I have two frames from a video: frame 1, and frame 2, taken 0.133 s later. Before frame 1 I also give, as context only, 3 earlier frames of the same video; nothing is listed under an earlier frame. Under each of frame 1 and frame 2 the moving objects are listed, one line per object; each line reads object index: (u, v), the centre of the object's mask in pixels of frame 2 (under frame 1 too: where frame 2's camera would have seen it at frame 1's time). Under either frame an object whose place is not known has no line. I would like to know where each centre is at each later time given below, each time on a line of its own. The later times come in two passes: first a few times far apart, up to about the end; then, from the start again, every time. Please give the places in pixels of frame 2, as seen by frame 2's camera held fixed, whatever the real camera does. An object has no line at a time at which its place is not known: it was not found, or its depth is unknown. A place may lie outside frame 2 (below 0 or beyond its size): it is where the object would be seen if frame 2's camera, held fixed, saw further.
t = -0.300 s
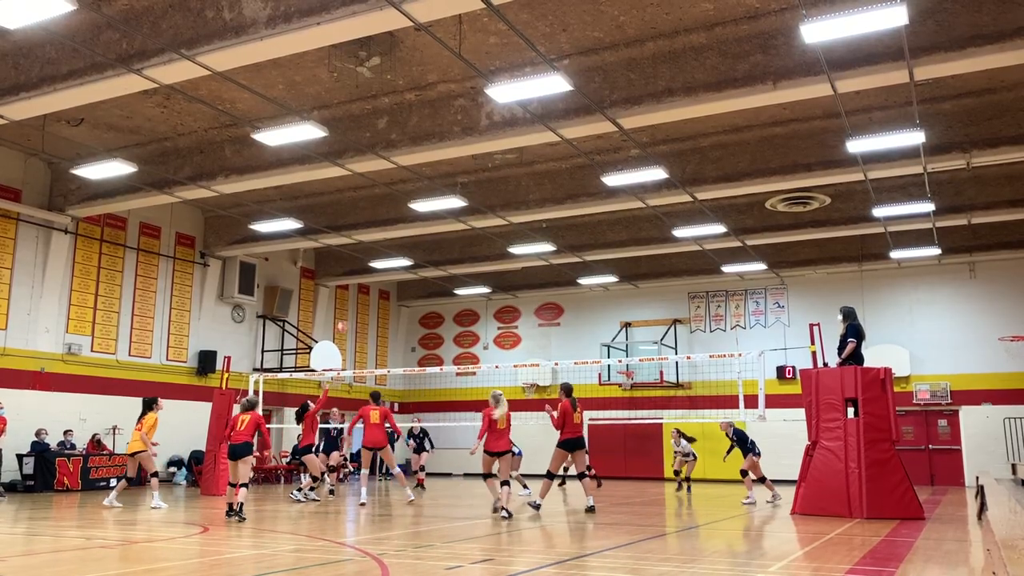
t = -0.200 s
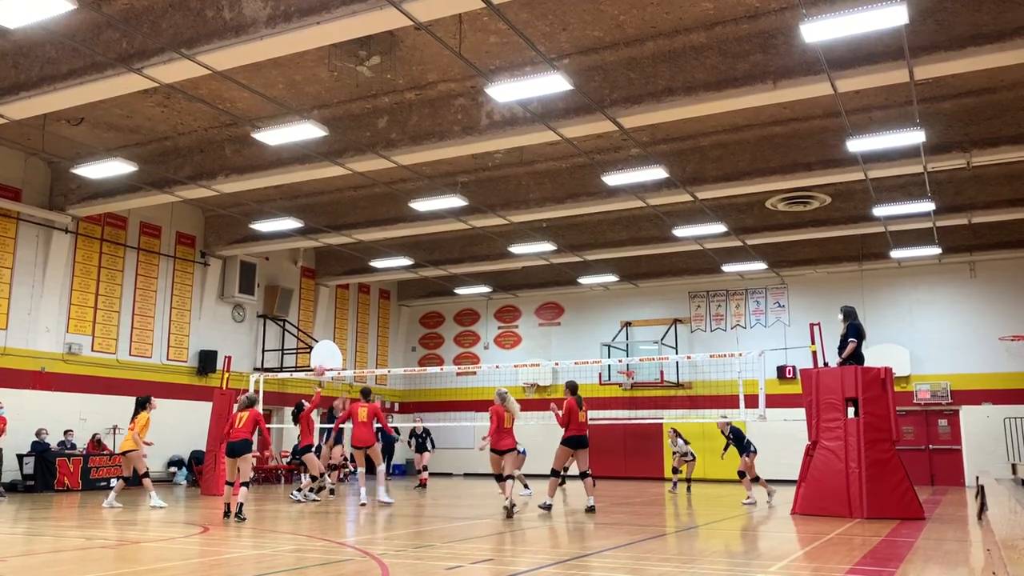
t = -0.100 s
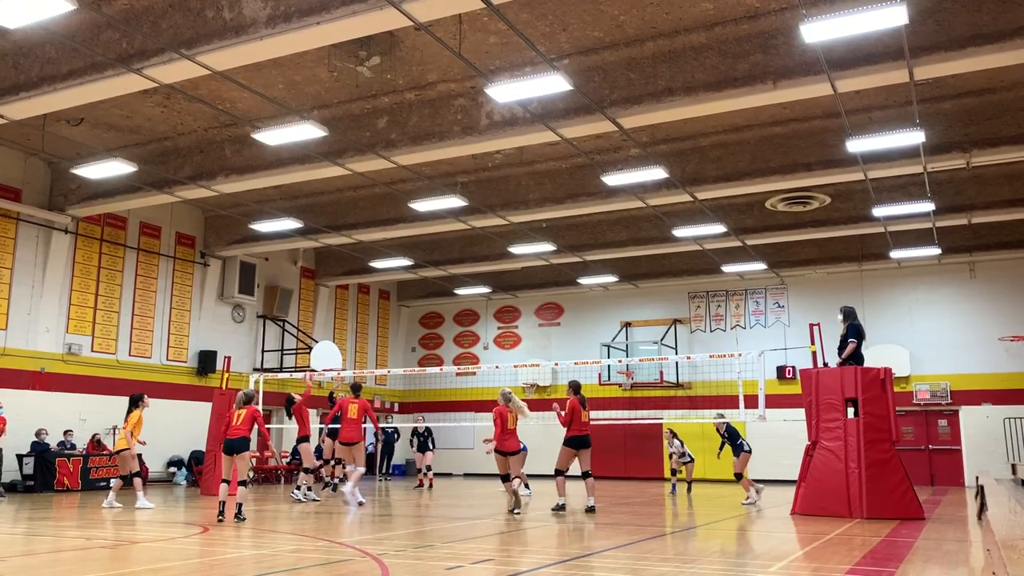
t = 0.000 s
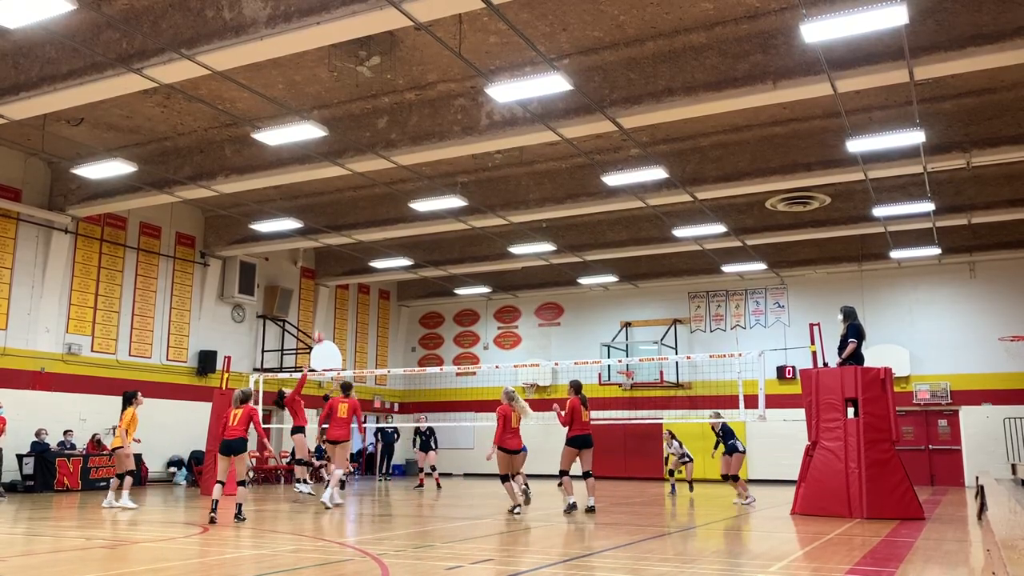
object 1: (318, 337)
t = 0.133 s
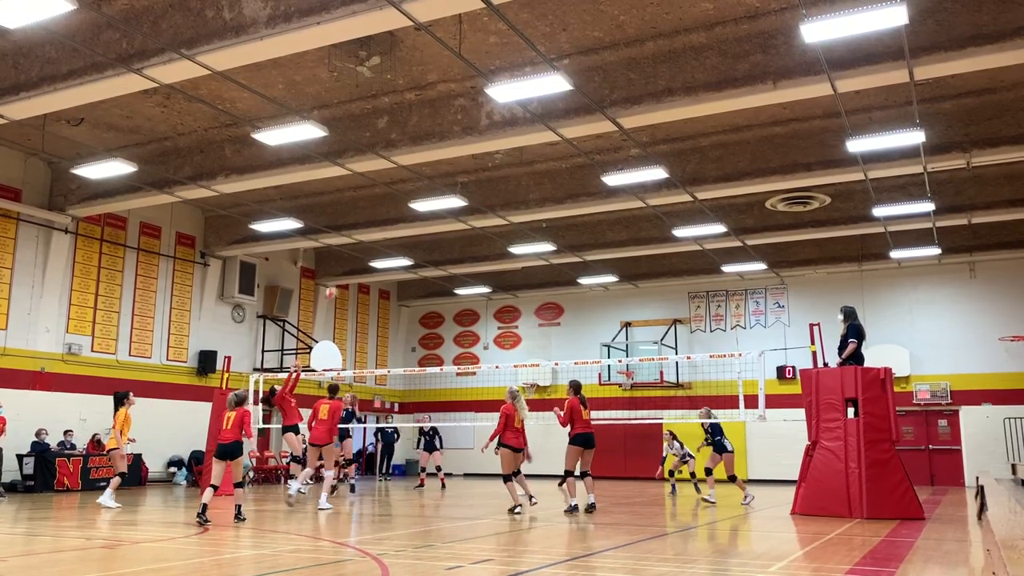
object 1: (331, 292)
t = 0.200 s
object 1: (338, 276)
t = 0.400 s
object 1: (355, 241)
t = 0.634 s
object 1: (374, 227)
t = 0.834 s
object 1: (390, 240)
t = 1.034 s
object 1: (404, 275)
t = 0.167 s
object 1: (334, 283)
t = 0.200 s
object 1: (338, 276)
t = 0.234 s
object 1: (340, 268)
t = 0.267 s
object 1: (343, 262)
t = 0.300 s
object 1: (346, 255)
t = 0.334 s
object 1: (349, 250)
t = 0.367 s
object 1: (352, 245)
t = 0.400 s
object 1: (355, 241)
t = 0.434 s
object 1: (358, 236)
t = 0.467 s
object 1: (360, 234)
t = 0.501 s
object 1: (363, 231)
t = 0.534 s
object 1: (366, 229)
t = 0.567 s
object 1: (369, 228)
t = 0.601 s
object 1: (372, 227)
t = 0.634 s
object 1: (374, 227)
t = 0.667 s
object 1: (376, 227)
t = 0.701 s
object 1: (379, 229)
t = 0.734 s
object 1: (382, 231)
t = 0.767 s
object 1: (384, 233)
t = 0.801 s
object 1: (387, 237)
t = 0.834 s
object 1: (390, 240)
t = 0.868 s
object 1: (392, 244)
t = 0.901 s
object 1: (395, 249)
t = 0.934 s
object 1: (397, 253)
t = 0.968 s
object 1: (400, 260)
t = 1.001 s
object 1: (403, 269)
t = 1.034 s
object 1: (404, 275)
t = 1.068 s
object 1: (407, 284)
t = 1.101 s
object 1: (409, 292)
